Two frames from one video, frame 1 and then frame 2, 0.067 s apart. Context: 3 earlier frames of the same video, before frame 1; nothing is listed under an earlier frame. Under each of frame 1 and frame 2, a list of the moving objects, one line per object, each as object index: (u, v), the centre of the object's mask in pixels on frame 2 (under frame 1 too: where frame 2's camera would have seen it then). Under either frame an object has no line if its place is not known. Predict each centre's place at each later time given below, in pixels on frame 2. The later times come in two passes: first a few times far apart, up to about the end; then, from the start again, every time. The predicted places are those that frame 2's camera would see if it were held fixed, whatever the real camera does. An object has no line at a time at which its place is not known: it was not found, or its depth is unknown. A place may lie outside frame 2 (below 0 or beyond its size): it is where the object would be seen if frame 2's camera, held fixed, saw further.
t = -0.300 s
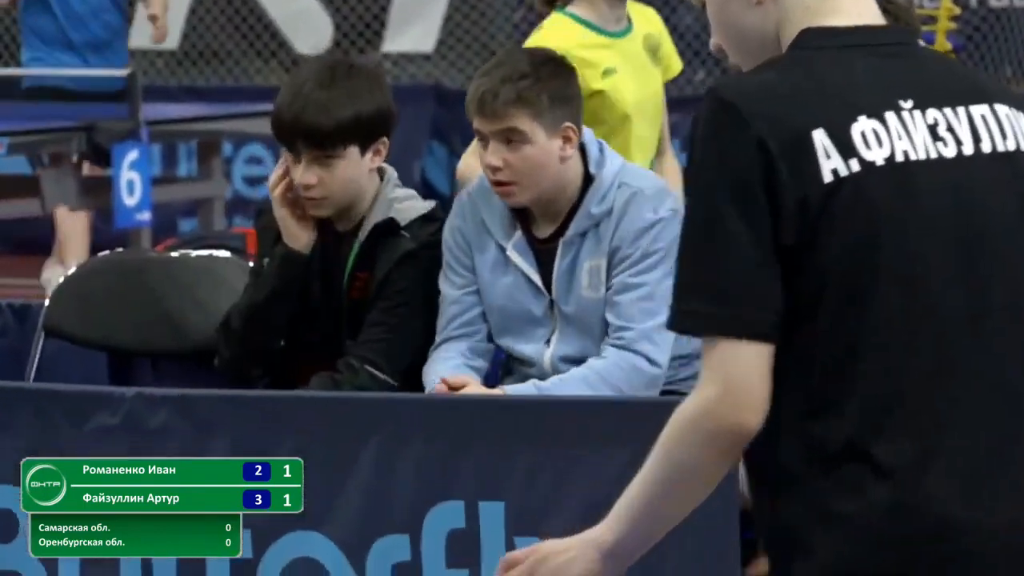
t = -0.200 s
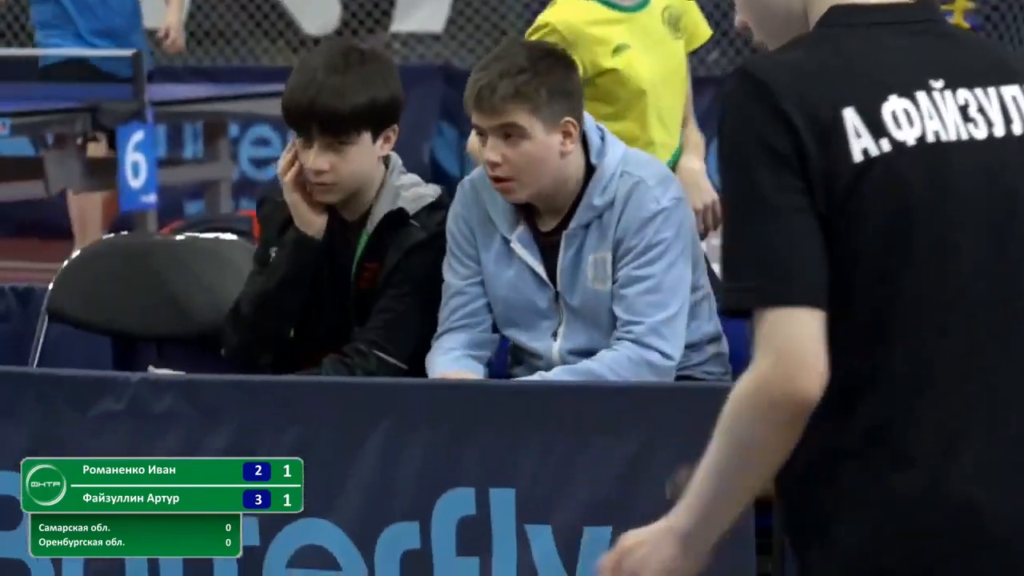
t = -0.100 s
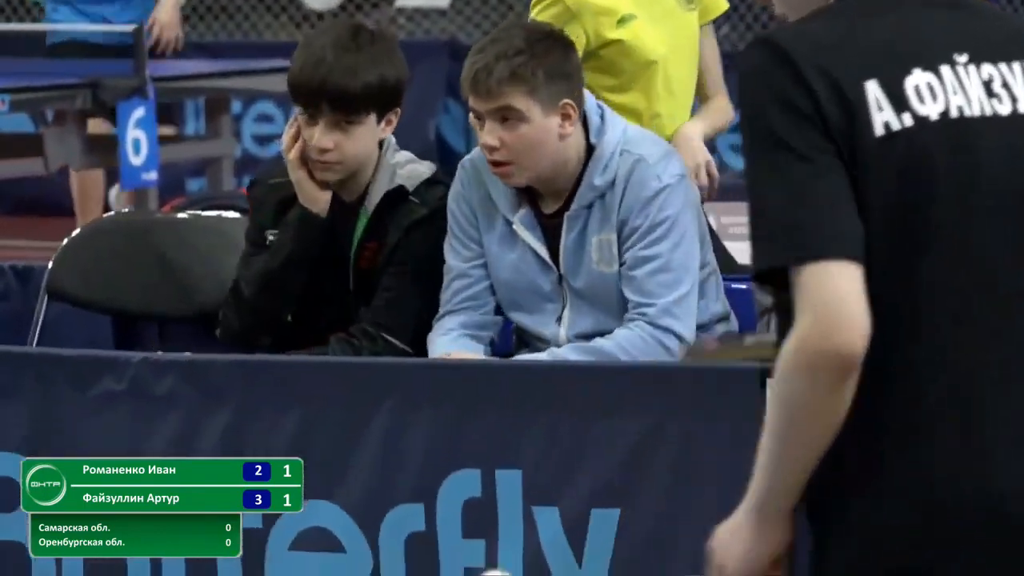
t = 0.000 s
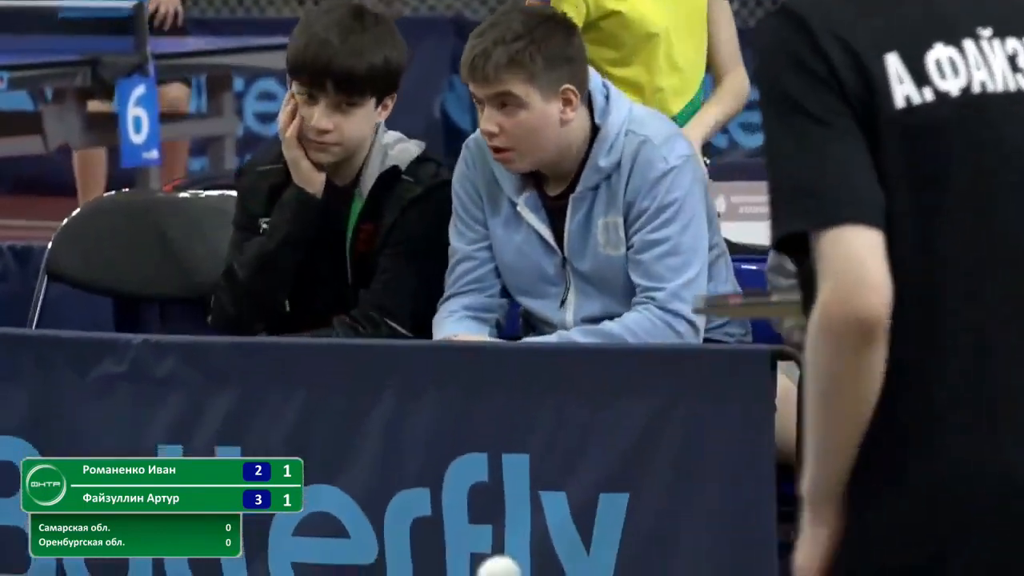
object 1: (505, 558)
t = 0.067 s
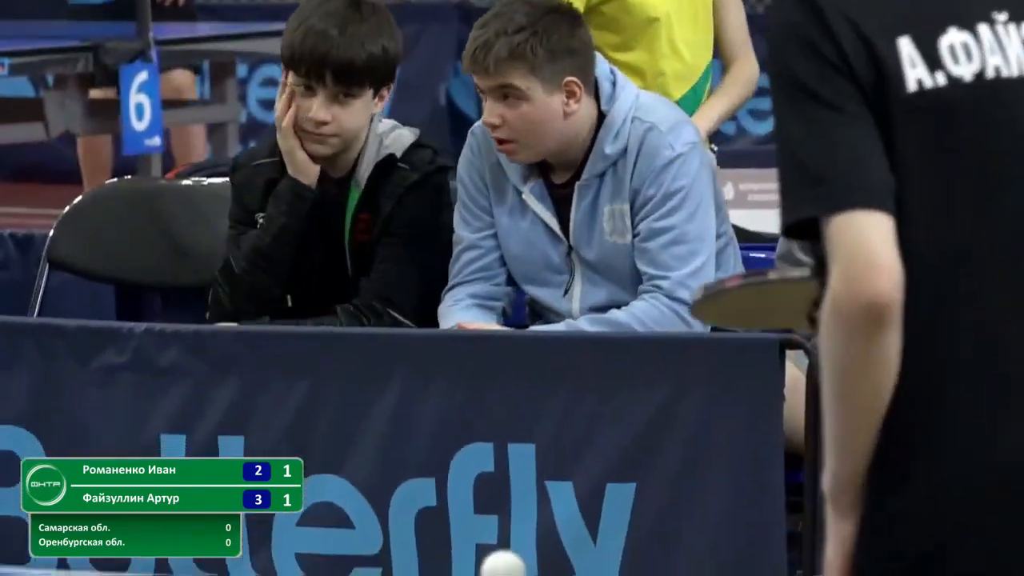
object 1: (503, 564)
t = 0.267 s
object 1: (495, 573)
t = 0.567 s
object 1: (482, 572)
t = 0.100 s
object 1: (501, 567)
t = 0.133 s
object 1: (499, 572)
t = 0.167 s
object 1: (499, 570)
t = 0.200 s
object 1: (498, 575)
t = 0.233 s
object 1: (496, 570)
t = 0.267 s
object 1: (495, 573)
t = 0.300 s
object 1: (493, 572)
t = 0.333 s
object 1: (492, 575)
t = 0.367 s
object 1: (491, 573)
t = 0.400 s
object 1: (489, 574)
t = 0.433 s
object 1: (487, 572)
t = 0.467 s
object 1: (486, 573)
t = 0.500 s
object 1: (485, 572)
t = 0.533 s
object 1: (483, 573)
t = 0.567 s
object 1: (482, 572)
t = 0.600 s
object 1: (481, 572)
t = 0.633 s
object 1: (480, 573)
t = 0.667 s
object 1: (479, 572)
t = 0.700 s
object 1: (477, 572)
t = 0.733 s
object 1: (476, 573)
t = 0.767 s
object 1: (474, 574)
